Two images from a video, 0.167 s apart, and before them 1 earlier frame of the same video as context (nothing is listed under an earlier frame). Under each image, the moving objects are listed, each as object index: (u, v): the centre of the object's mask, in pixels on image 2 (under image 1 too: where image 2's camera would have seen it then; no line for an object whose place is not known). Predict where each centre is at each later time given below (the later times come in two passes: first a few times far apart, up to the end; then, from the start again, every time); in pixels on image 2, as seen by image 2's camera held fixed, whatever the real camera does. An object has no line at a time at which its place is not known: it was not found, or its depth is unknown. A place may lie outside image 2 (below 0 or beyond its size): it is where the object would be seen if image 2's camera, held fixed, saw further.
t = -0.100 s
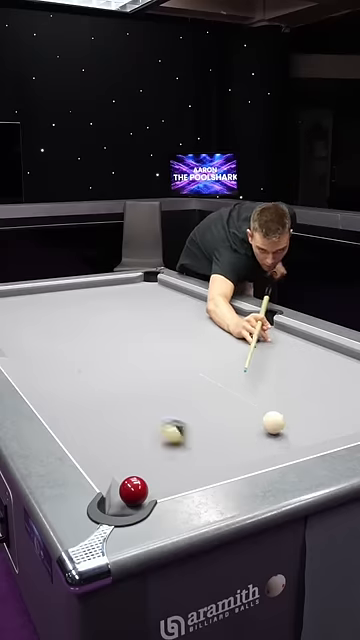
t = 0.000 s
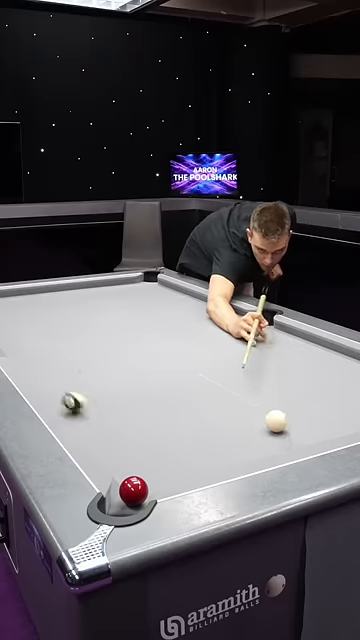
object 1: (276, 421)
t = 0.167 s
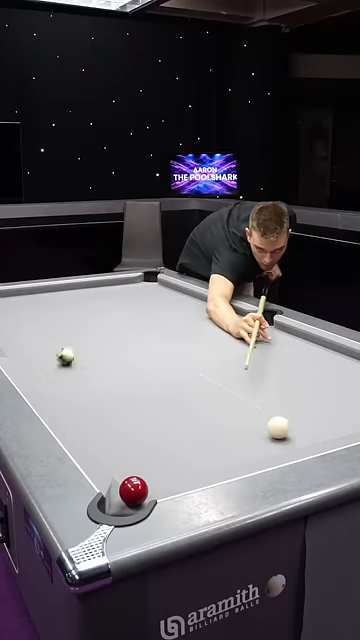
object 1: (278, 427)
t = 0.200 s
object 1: (278, 429)
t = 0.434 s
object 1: (278, 443)
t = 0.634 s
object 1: (267, 448)
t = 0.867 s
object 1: (236, 454)
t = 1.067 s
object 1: (212, 456)
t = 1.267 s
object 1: (189, 457)
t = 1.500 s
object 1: (166, 458)
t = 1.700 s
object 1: (147, 458)
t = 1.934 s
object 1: (128, 459)
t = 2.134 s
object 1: (115, 460)
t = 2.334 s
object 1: (109, 457)
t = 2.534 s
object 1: (109, 454)
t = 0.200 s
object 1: (278, 429)
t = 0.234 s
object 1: (278, 431)
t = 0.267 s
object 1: (278, 434)
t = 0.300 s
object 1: (279, 436)
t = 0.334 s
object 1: (279, 438)
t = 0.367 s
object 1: (279, 441)
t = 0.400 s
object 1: (278, 442)
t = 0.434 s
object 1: (278, 443)
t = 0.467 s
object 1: (278, 445)
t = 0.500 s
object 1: (278, 446)
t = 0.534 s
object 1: (278, 447)
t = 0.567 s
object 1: (275, 449)
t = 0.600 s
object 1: (271, 448)
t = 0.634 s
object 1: (267, 448)
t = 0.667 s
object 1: (261, 449)
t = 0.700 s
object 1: (257, 451)
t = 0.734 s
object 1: (253, 452)
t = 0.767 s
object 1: (248, 452)
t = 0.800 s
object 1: (244, 452)
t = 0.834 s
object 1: (241, 453)
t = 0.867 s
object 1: (236, 454)
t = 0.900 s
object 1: (232, 455)
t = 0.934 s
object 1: (228, 455)
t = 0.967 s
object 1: (224, 456)
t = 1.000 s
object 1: (220, 456)
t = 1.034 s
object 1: (217, 456)
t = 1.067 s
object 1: (212, 456)
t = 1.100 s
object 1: (208, 456)
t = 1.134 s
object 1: (206, 457)
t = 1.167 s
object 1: (201, 457)
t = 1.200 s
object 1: (198, 456)
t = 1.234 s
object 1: (194, 457)
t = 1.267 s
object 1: (189, 457)
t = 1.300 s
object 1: (186, 457)
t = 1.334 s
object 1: (183, 457)
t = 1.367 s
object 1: (179, 457)
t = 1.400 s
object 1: (176, 457)
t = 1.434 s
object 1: (173, 457)
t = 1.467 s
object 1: (169, 458)
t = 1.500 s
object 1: (166, 458)
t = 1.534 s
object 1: (163, 458)
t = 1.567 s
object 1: (159, 458)
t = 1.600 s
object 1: (156, 458)
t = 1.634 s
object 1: (153, 458)
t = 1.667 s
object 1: (150, 458)
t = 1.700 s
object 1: (147, 458)
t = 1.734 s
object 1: (145, 459)
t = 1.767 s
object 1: (141, 459)
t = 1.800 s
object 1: (139, 458)
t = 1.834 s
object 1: (136, 458)
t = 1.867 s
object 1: (133, 459)
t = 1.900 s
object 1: (130, 459)
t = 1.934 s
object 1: (128, 459)
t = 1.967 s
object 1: (125, 459)
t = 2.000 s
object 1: (123, 459)
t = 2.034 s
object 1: (120, 460)
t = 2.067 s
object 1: (117, 460)
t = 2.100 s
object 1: (115, 460)
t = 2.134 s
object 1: (115, 460)
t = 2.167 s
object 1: (112, 459)
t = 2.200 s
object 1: (110, 459)
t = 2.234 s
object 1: (109, 458)
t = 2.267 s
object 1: (108, 458)
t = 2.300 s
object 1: (109, 457)
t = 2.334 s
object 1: (109, 457)
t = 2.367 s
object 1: (109, 456)
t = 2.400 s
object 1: (109, 456)
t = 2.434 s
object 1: (109, 455)
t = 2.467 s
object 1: (109, 455)
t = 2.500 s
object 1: (109, 455)
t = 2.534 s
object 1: (109, 454)
